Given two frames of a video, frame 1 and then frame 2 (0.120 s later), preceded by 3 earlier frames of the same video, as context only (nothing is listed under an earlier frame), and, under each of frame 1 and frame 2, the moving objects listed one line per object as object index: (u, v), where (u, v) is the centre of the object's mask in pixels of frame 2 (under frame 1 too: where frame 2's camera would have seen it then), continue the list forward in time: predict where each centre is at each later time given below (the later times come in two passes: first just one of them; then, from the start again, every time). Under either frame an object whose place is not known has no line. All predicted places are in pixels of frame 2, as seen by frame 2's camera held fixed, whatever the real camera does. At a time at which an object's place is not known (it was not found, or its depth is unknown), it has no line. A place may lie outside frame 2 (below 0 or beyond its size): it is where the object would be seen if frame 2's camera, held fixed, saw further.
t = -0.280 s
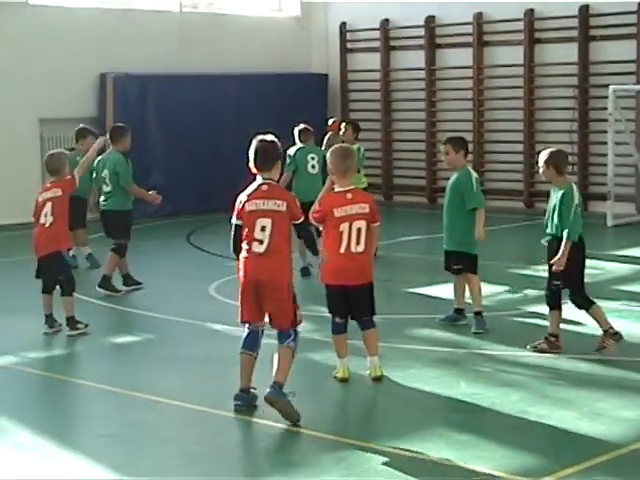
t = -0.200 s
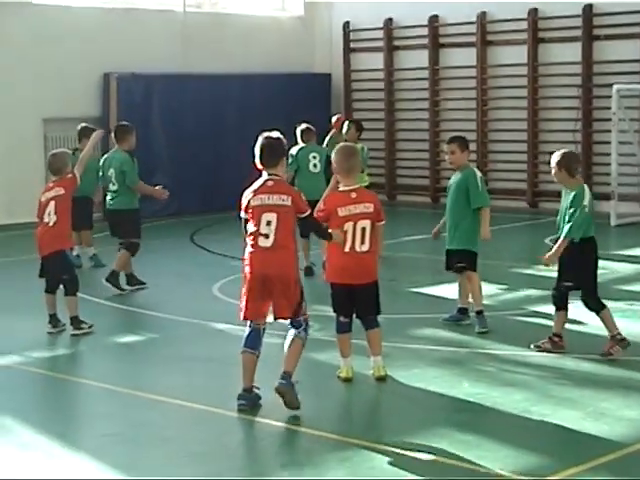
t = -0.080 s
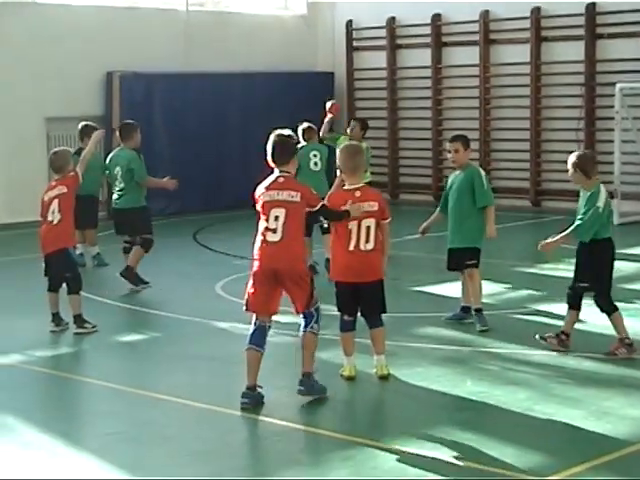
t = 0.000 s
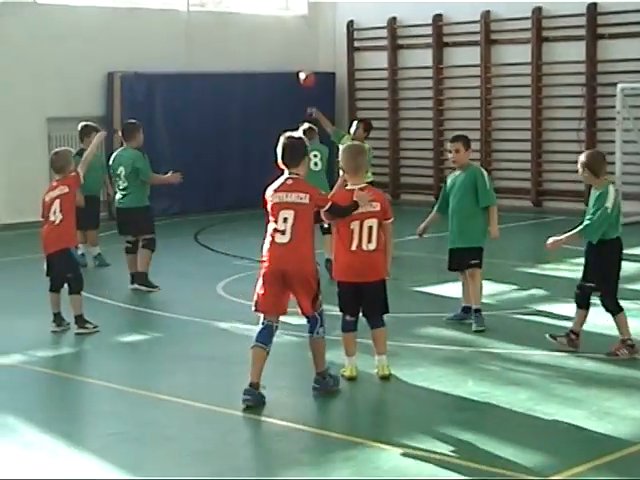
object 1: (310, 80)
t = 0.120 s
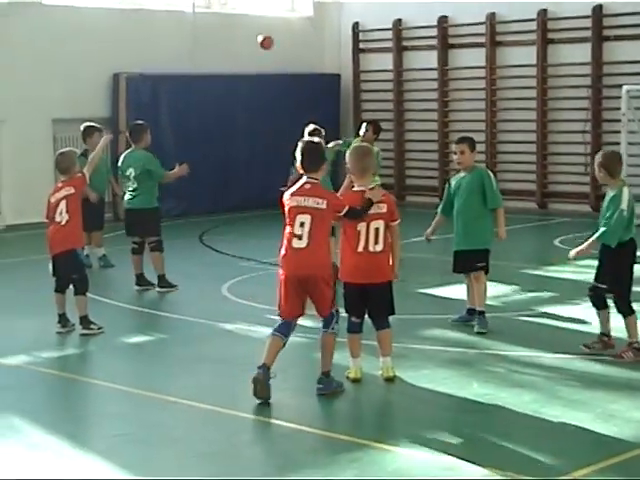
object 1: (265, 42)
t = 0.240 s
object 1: (219, 16)
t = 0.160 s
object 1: (250, 32)
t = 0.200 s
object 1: (234, 23)
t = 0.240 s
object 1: (219, 16)
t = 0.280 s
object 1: (202, 10)
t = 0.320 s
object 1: (187, 6)
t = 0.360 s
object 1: (170, 4)
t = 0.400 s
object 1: (153, 2)
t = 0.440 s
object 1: (137, 4)
